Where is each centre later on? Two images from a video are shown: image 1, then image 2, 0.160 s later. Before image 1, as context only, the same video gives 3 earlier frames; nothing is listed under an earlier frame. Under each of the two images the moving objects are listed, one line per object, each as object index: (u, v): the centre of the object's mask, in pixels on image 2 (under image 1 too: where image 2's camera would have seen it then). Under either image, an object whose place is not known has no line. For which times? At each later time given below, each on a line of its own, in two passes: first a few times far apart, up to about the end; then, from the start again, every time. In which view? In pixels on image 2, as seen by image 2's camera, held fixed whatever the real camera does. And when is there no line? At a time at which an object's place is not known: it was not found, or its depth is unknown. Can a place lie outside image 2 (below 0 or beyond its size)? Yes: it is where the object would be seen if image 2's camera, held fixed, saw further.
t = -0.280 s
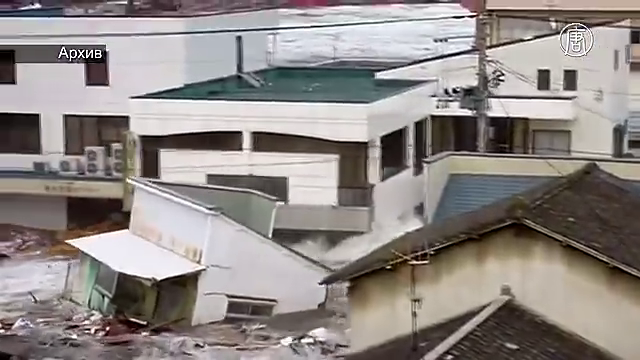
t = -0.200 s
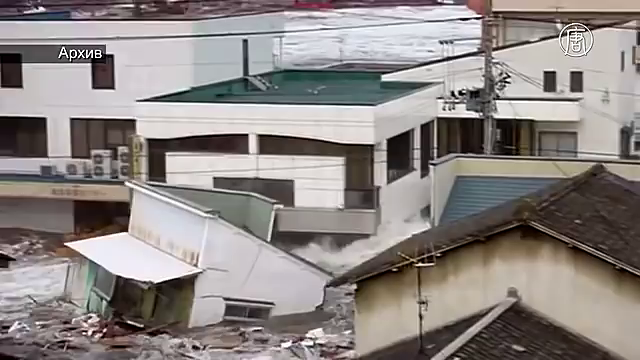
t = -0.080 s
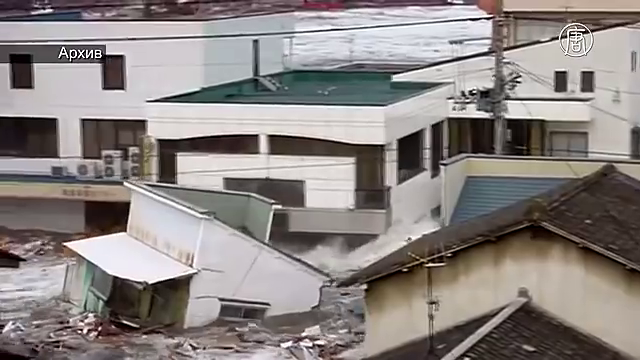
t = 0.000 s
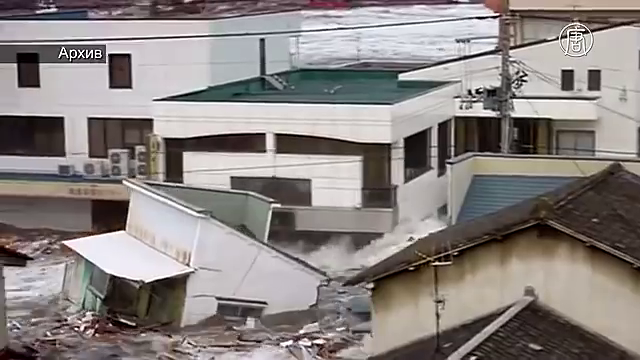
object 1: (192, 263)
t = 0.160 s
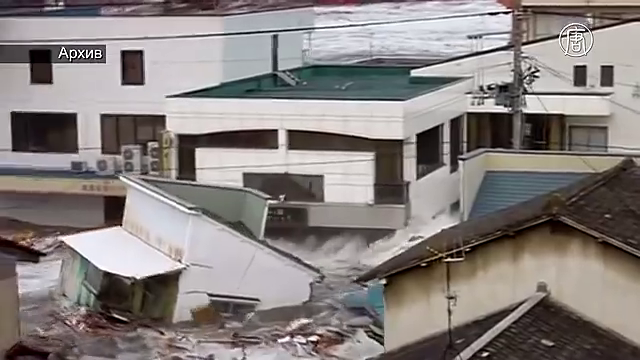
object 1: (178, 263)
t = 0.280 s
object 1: (168, 262)
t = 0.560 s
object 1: (139, 260)
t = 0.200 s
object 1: (174, 262)
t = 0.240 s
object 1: (171, 262)
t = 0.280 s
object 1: (168, 262)
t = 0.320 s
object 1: (164, 261)
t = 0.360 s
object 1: (162, 262)
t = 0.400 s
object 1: (155, 261)
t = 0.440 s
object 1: (151, 260)
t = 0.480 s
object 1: (148, 261)
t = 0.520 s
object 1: (143, 261)
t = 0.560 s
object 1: (139, 260)
